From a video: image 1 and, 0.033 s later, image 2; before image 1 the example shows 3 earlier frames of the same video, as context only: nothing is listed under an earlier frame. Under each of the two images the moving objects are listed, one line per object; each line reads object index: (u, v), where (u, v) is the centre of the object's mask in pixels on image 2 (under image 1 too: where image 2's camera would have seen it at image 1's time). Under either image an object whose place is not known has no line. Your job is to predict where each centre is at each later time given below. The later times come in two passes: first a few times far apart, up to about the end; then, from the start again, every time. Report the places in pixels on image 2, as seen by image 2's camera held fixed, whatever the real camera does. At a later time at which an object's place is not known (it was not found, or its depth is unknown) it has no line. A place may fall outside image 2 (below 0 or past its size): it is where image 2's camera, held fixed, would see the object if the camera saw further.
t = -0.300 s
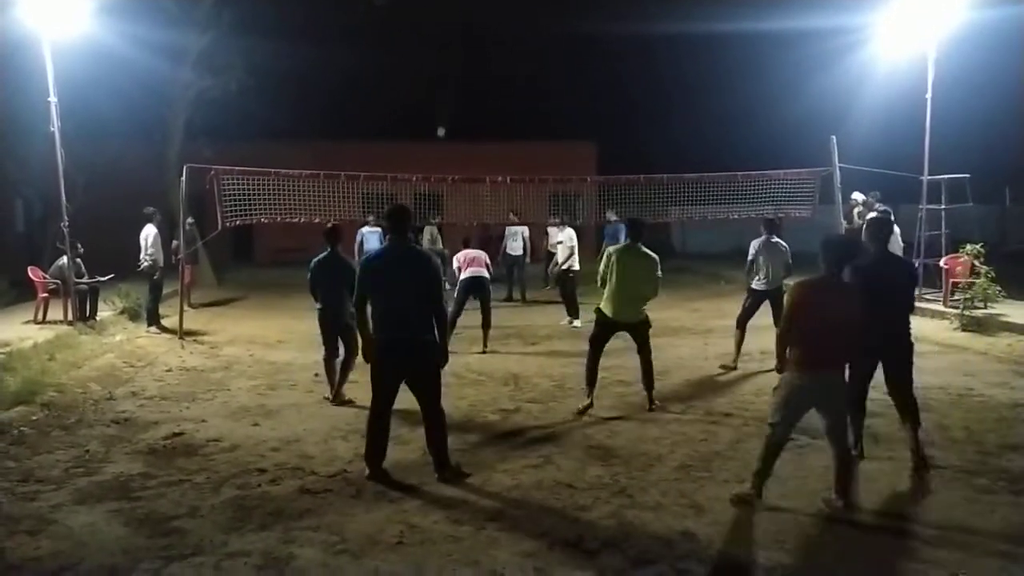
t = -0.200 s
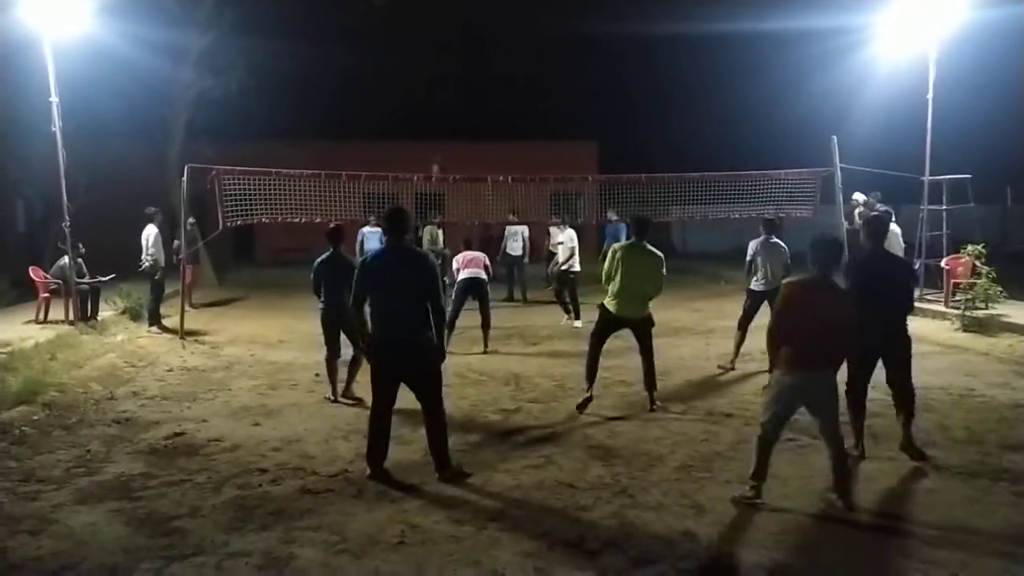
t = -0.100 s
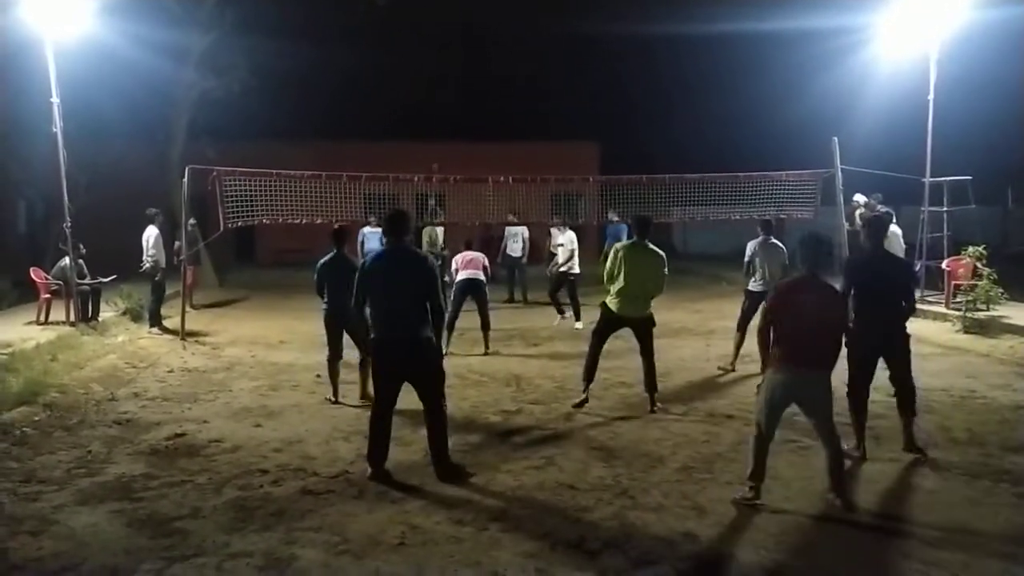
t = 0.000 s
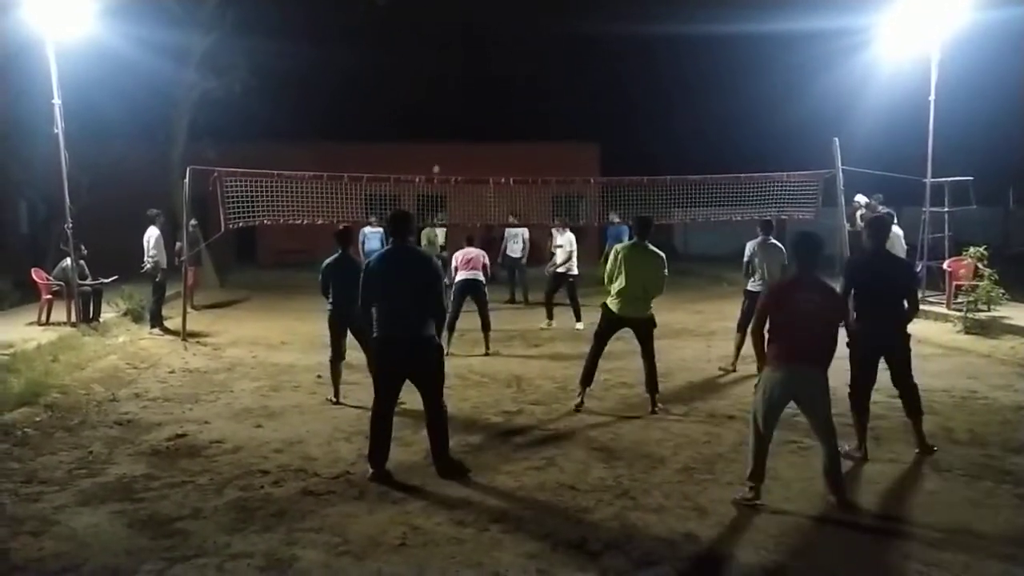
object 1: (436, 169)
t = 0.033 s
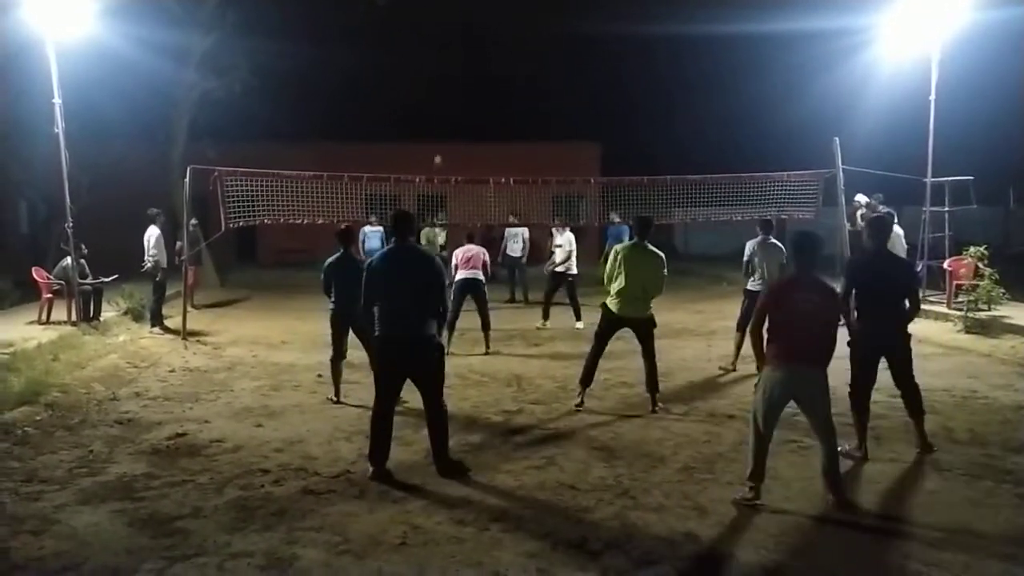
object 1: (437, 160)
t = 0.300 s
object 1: (446, 87)
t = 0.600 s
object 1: (456, 36)
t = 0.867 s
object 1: (464, 36)
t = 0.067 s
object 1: (439, 149)
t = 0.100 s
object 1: (440, 138)
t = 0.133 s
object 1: (441, 130)
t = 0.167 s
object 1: (442, 121)
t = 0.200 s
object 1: (443, 111)
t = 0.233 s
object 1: (444, 102)
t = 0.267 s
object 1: (445, 95)
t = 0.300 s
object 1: (446, 87)
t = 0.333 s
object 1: (447, 79)
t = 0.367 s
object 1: (448, 72)
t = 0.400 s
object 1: (449, 65)
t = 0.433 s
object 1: (451, 59)
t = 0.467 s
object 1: (452, 54)
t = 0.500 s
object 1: (453, 48)
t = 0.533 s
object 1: (454, 43)
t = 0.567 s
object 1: (454, 39)
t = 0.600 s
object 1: (456, 36)
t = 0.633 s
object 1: (457, 33)
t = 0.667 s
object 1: (458, 30)
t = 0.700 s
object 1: (459, 29)
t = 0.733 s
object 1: (459, 28)
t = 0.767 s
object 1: (461, 29)
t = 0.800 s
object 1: (462, 30)
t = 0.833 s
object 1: (463, 33)
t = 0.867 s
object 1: (464, 36)
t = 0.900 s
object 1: (465, 42)
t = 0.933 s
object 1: (467, 48)
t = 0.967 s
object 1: (468, 56)
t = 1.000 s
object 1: (468, 64)
